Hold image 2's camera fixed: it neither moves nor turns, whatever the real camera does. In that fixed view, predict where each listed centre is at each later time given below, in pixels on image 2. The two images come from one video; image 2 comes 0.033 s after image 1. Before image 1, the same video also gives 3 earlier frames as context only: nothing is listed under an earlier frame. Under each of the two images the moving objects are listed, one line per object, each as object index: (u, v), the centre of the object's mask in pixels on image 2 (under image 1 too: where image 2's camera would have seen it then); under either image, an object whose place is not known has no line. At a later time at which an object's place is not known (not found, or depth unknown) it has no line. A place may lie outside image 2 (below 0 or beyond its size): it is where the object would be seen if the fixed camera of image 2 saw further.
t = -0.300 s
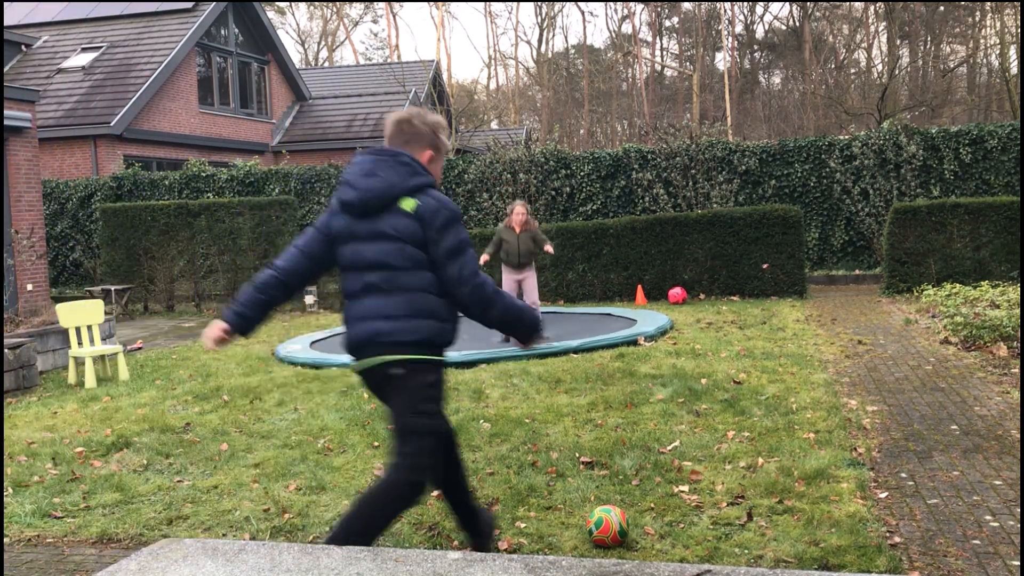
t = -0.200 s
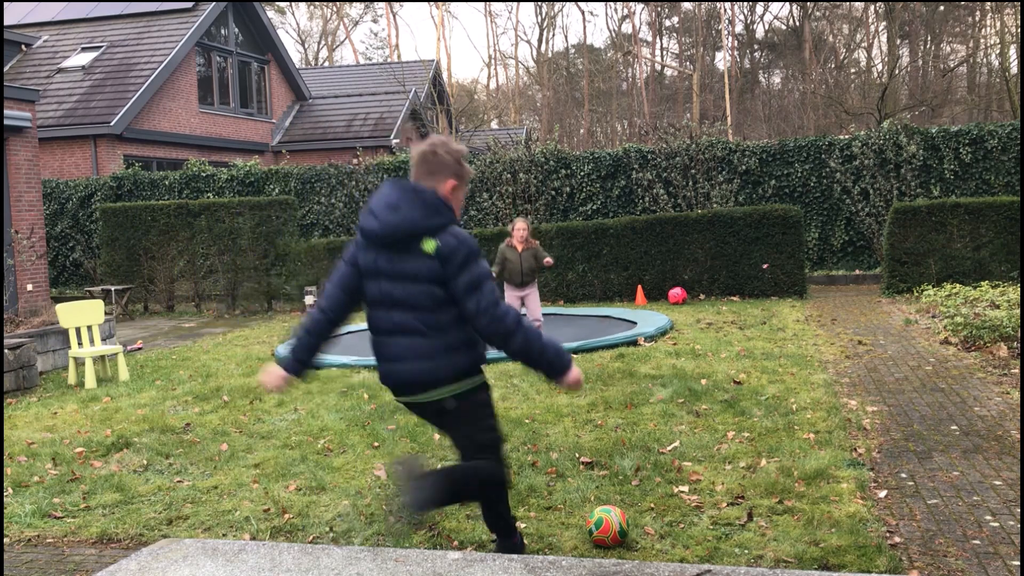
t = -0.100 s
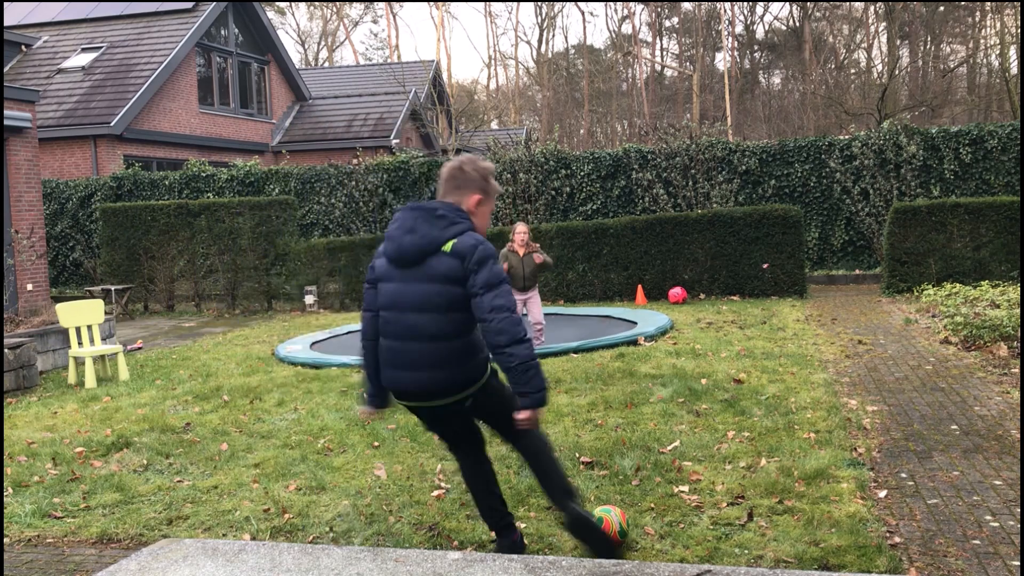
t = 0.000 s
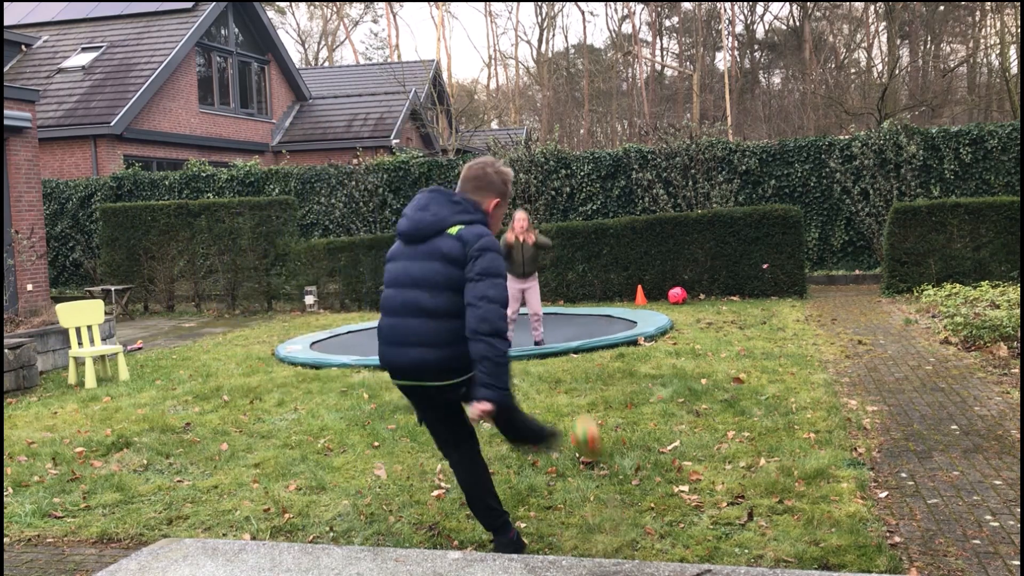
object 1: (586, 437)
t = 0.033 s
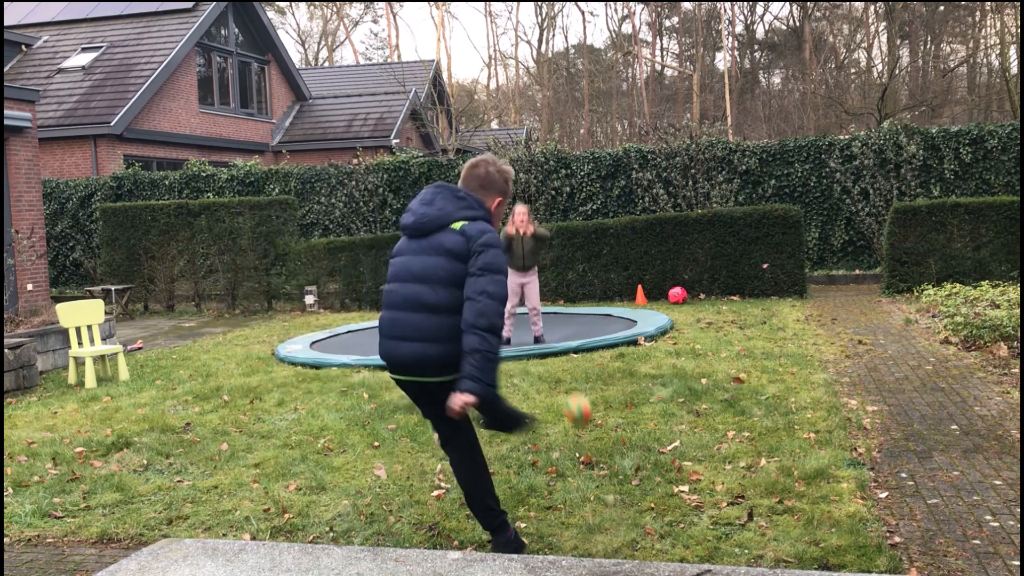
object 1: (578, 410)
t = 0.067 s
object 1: (573, 392)
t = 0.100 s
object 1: (567, 380)
